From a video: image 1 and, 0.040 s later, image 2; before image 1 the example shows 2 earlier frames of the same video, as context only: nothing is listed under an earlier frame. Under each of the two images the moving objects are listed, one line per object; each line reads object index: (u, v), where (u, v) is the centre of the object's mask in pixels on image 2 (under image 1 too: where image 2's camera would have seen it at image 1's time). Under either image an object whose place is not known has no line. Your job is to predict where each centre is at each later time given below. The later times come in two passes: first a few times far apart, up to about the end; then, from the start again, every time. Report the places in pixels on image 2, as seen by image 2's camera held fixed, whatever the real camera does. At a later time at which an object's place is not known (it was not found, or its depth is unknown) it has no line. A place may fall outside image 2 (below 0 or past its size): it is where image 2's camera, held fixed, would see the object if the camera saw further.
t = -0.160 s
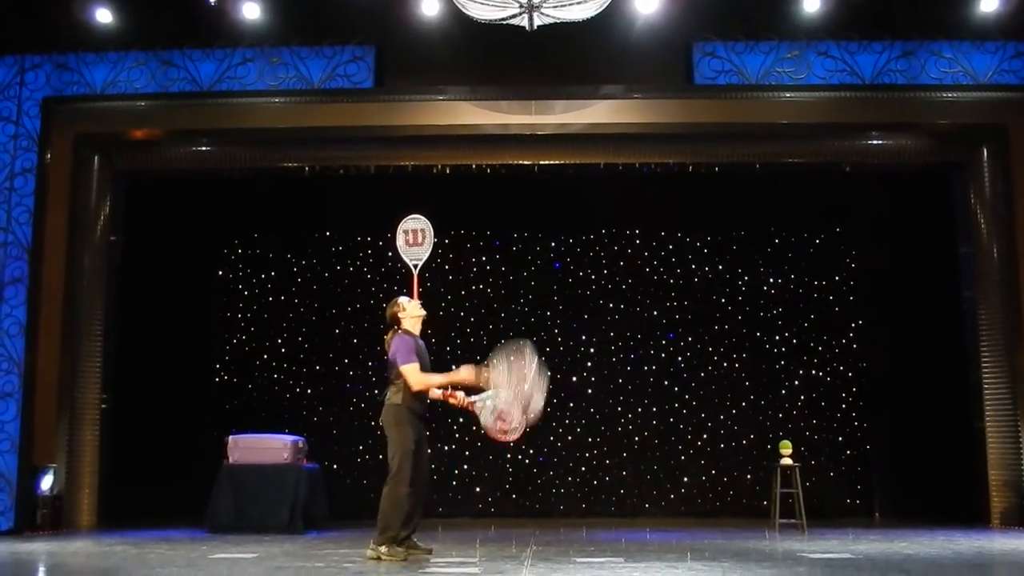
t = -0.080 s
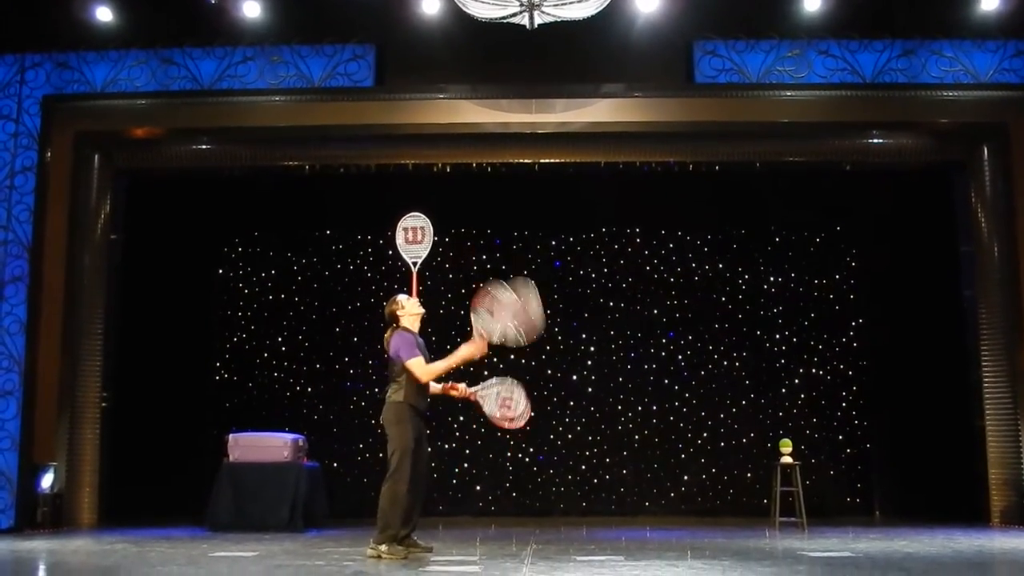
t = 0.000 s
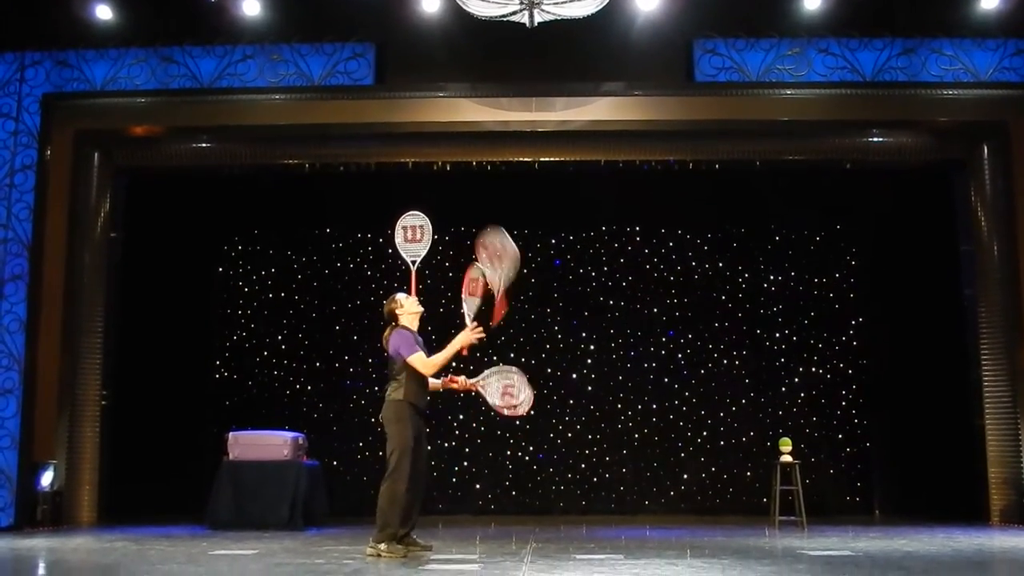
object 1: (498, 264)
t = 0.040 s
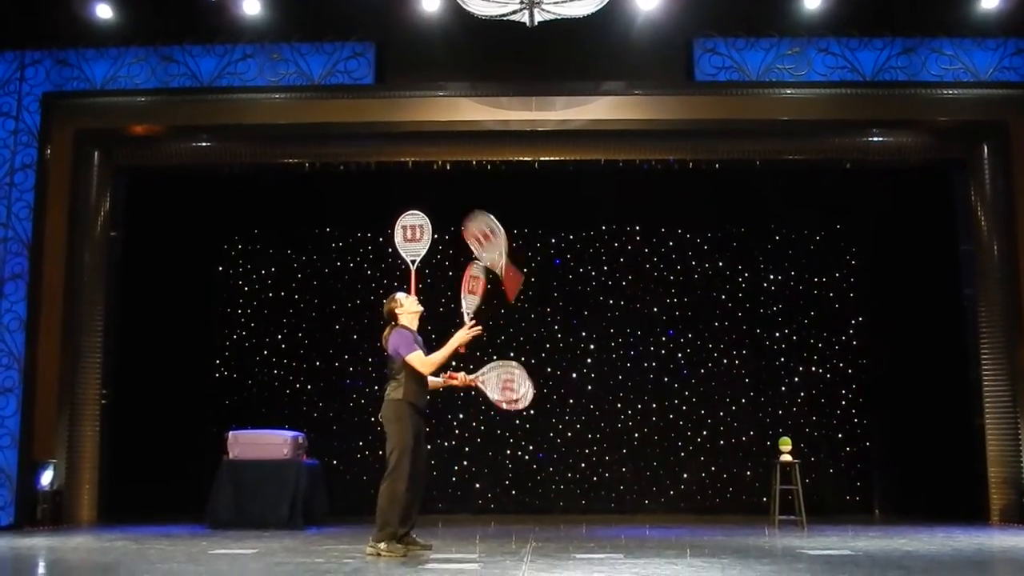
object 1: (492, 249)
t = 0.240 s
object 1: (480, 192)
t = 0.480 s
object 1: (473, 166)
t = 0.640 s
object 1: (444, 201)
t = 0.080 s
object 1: (489, 234)
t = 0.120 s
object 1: (488, 220)
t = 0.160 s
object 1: (486, 208)
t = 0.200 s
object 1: (481, 199)
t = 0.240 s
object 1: (480, 192)
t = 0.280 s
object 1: (481, 186)
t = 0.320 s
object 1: (482, 180)
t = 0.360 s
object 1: (483, 173)
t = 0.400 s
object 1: (481, 169)
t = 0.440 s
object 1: (477, 166)
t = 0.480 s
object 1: (473, 166)
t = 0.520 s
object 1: (467, 170)
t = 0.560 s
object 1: (460, 176)
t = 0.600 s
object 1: (452, 187)
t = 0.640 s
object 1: (444, 201)
